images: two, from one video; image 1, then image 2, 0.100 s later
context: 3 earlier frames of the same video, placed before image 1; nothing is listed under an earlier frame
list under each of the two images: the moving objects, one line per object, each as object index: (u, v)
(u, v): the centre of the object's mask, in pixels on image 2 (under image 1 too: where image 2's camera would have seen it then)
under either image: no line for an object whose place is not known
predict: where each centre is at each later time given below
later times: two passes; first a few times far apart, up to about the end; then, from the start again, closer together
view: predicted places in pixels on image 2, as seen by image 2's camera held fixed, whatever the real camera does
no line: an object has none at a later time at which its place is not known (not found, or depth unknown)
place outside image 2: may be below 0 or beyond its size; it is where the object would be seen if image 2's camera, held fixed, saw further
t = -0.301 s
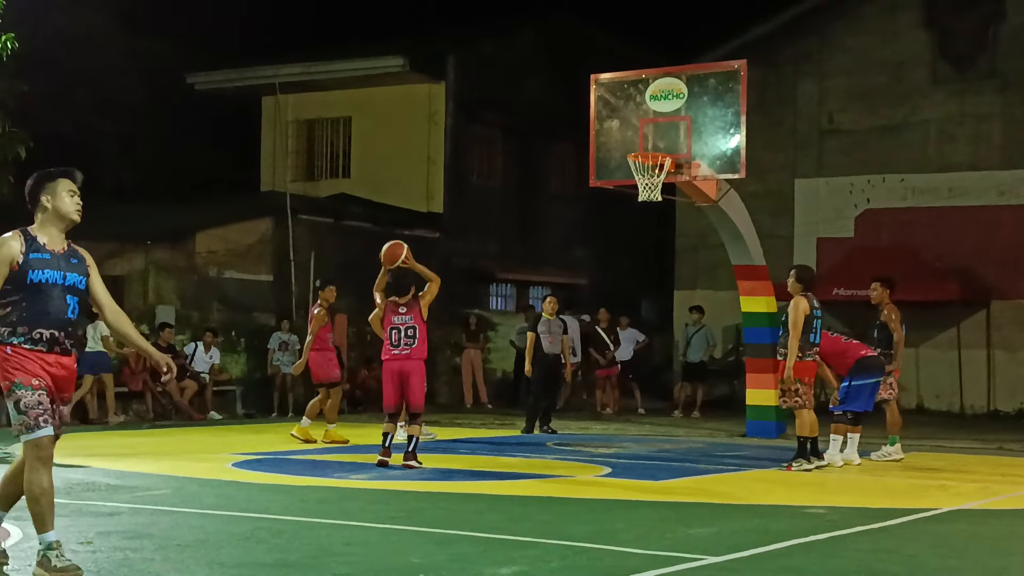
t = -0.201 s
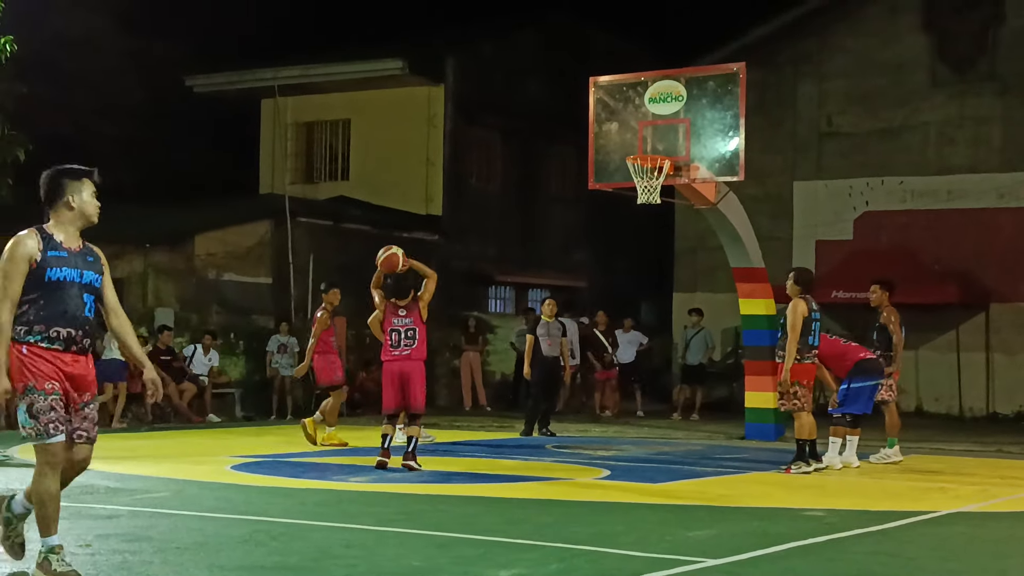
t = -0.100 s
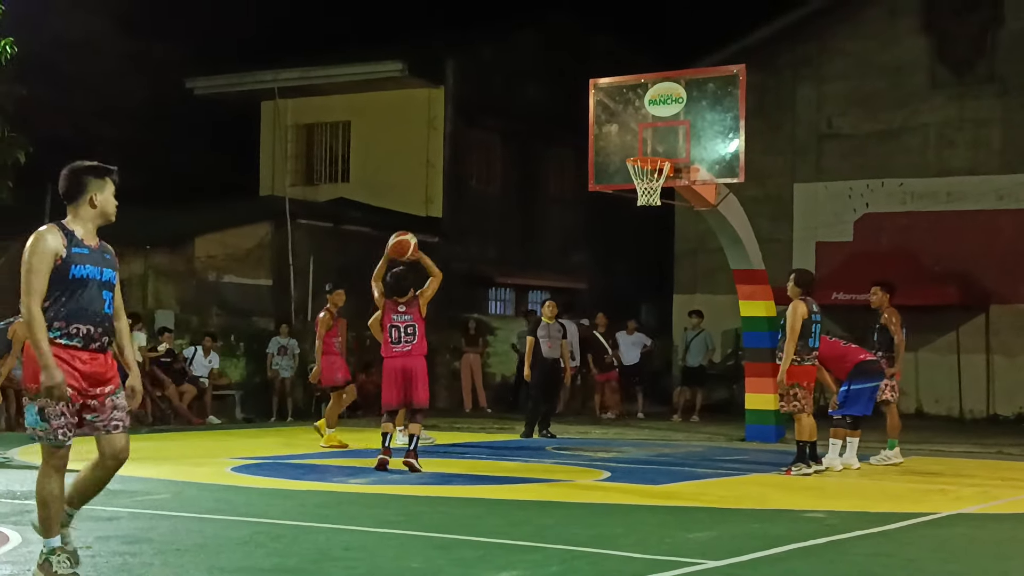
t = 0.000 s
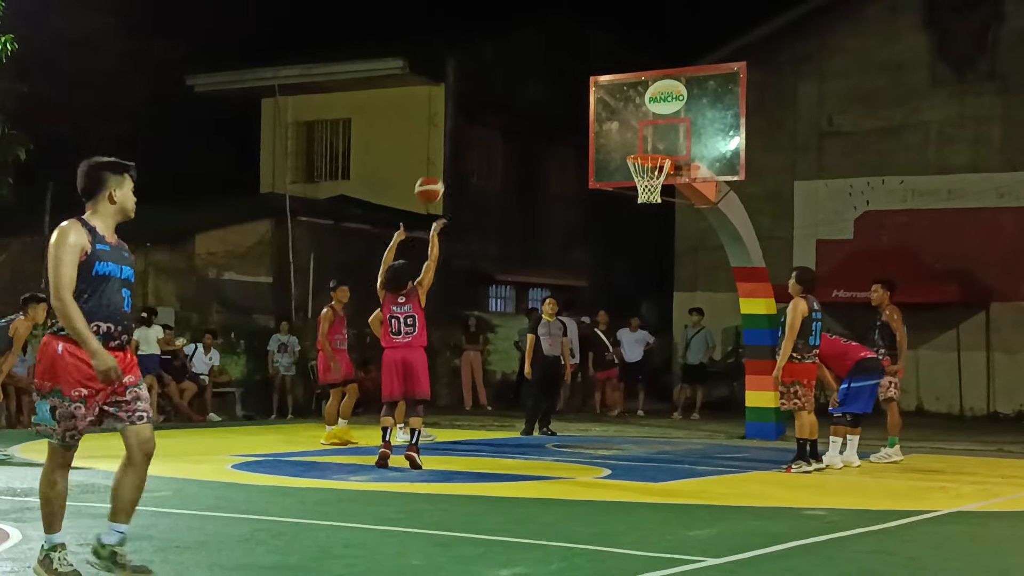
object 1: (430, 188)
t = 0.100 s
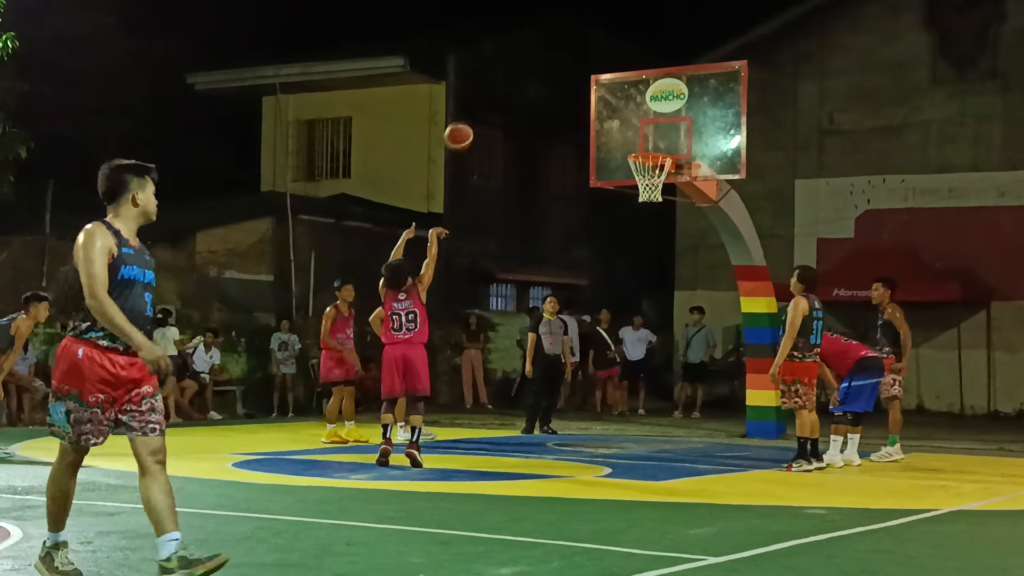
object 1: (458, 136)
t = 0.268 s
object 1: (502, 78)
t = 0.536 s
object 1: (563, 52)
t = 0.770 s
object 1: (610, 87)
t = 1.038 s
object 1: (654, 155)
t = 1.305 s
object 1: (643, 196)
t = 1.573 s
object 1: (627, 278)
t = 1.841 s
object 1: (613, 424)
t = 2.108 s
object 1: (616, 324)
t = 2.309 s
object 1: (620, 275)
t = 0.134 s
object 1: (467, 122)
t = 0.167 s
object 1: (476, 109)
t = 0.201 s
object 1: (485, 97)
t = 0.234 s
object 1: (494, 87)
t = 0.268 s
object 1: (502, 78)
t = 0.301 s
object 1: (510, 71)
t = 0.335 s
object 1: (518, 64)
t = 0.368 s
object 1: (526, 59)
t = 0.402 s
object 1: (534, 55)
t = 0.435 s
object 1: (541, 53)
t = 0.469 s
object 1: (549, 51)
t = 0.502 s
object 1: (556, 51)
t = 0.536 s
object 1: (563, 52)
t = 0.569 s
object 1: (570, 53)
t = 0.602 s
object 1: (577, 57)
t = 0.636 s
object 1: (584, 61)
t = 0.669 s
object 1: (590, 66)
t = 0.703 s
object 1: (597, 72)
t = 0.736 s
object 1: (603, 78)
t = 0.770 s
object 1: (610, 87)
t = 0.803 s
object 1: (616, 97)
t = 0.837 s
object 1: (622, 106)
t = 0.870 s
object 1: (629, 118)
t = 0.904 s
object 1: (635, 129)
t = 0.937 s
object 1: (641, 142)
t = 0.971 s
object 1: (647, 146)
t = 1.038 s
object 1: (654, 155)
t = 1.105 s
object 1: (655, 159)
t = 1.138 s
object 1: (652, 165)
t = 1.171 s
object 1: (650, 168)
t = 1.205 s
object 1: (644, 177)
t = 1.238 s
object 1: (643, 182)
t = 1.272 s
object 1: (643, 183)
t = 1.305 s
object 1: (643, 196)
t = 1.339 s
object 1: (642, 200)
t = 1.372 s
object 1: (638, 208)
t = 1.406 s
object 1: (636, 217)
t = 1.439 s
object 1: (634, 227)
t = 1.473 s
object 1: (632, 238)
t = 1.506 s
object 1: (630, 250)
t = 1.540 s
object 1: (629, 264)
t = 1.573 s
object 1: (627, 278)
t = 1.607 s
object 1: (625, 293)
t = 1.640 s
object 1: (623, 308)
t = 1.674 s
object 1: (621, 325)
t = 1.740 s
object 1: (617, 362)
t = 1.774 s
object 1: (615, 382)
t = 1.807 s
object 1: (613, 402)
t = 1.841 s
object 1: (613, 424)
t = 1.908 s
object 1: (612, 408)
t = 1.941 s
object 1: (613, 392)
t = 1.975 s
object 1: (613, 375)
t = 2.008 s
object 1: (615, 360)
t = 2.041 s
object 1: (615, 345)
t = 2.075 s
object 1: (615, 333)
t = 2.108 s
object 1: (616, 324)
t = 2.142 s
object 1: (617, 313)
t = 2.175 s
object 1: (617, 303)
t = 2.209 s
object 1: (618, 294)
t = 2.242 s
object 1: (618, 286)
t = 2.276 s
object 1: (619, 281)
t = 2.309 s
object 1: (620, 275)
